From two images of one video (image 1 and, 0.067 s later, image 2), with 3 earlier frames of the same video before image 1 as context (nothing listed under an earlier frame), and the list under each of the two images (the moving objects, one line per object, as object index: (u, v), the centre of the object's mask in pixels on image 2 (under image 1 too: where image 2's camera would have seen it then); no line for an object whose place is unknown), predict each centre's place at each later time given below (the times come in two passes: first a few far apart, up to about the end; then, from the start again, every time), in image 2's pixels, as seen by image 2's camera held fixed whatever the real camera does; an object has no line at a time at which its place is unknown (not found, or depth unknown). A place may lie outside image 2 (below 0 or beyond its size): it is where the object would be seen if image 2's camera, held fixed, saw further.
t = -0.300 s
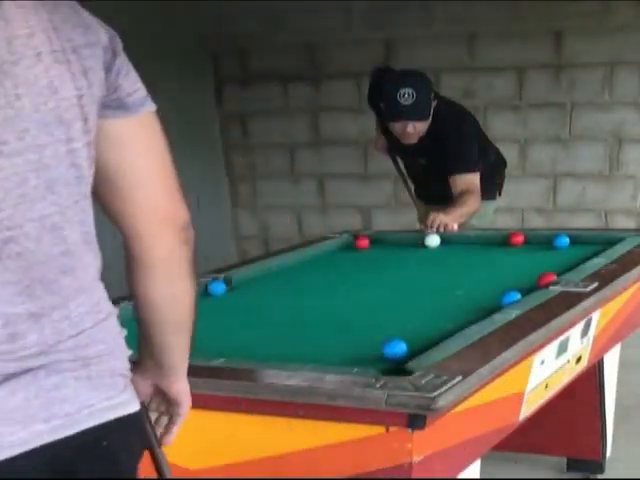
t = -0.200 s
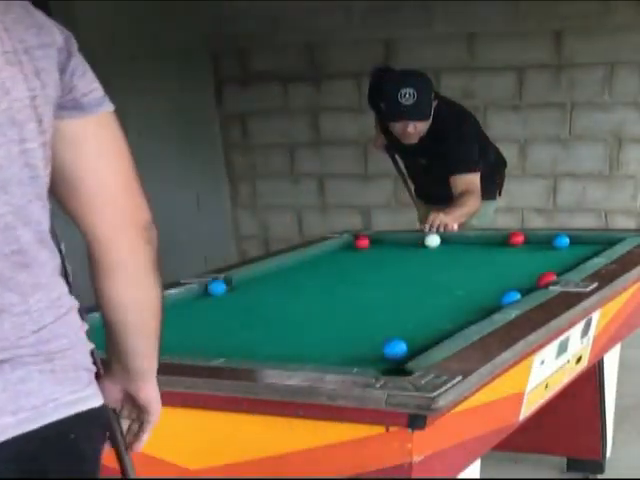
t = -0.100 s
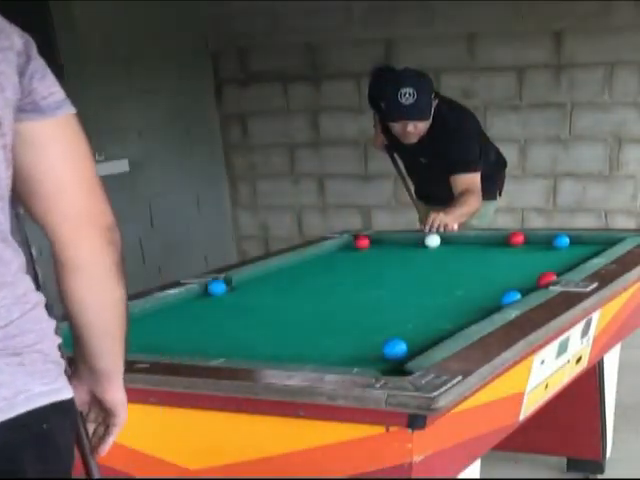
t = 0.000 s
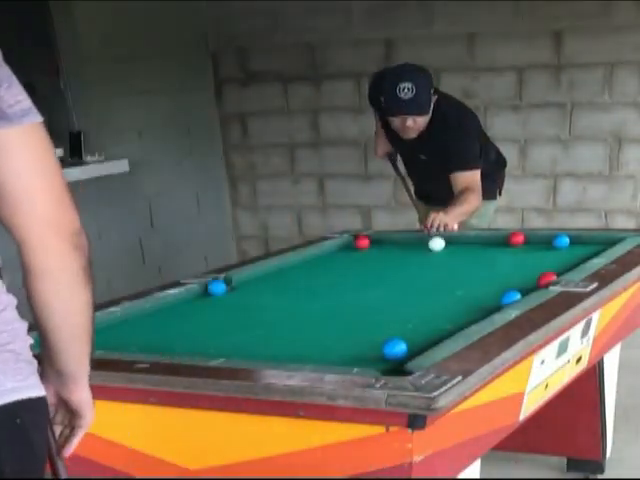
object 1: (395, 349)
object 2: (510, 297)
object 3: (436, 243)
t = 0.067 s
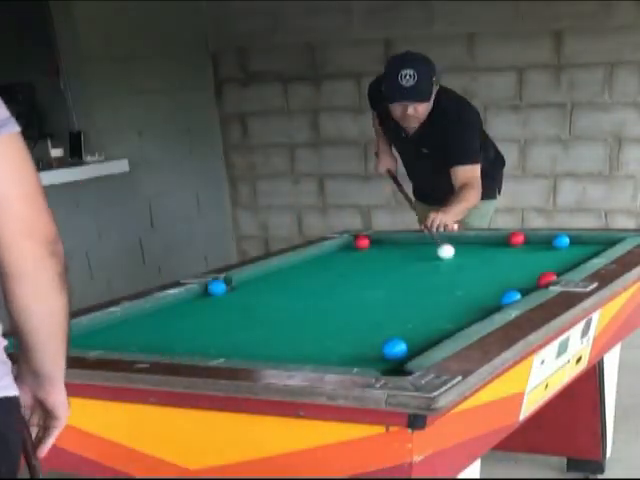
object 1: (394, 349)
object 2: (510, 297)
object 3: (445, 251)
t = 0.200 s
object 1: (394, 349)
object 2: (510, 297)
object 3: (462, 264)
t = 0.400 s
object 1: (394, 349)
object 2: (510, 297)
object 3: (492, 287)
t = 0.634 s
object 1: (394, 349)
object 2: (446, 309)
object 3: (492, 301)
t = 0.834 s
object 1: (394, 349)
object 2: (364, 318)
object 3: (484, 310)
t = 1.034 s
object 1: (394, 349)
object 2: (283, 328)
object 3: (472, 318)
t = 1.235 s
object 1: (394, 349)
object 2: (202, 337)
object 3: (453, 327)
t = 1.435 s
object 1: (394, 349)
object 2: (120, 344)
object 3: (434, 335)
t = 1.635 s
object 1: (394, 349)
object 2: (78, 342)
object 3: (417, 343)
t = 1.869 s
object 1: (375, 353)
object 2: (84, 332)
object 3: (415, 347)
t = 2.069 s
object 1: (361, 356)
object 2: (130, 327)
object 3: (415, 348)
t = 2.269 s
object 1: (349, 358)
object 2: (173, 322)
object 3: (415, 350)
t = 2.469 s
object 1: (338, 359)
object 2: (213, 317)
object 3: (415, 351)
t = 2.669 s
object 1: (329, 360)
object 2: (250, 312)
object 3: (413, 351)
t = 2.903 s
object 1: (321, 360)
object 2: (289, 307)
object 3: (413, 351)
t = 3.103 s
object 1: (317, 360)
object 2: (321, 303)
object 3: (413, 351)
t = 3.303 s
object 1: (317, 360)
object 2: (350, 299)
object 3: (413, 351)
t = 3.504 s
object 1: (317, 360)
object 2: (377, 296)
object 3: (413, 351)
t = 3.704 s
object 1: (317, 360)
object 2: (402, 293)
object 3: (413, 351)
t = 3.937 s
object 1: (317, 360)
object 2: (428, 290)
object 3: (413, 351)
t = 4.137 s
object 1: (317, 360)
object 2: (448, 287)
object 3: (413, 351)
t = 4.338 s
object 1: (317, 360)
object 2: (467, 285)
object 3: (413, 351)
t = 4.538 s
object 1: (317, 360)
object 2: (483, 282)
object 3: (413, 351)
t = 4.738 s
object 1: (317, 360)
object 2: (498, 280)
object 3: (413, 351)
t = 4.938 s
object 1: (317, 360)
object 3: (413, 351)
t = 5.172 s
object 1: (317, 360)
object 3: (413, 351)
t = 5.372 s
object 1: (316, 360)
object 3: (413, 351)
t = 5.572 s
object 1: (317, 360)
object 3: (413, 351)
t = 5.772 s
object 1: (317, 360)
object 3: (413, 351)
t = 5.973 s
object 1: (317, 360)
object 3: (413, 351)
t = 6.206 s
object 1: (317, 360)
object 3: (413, 351)
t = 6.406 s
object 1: (317, 360)
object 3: (413, 351)
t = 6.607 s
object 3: (413, 351)
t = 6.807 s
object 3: (413, 351)
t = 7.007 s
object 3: (413, 351)
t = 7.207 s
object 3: (413, 351)
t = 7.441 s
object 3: (413, 351)
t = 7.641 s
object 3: (413, 351)
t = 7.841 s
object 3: (410, 351)
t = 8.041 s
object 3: (407, 351)
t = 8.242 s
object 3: (412, 348)
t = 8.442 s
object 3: (415, 347)
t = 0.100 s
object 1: (394, 349)
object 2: (510, 297)
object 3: (449, 254)
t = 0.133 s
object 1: (394, 349)
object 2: (510, 297)
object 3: (453, 257)
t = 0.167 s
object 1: (394, 349)
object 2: (510, 297)
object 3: (457, 260)
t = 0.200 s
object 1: (394, 349)
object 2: (510, 297)
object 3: (462, 264)
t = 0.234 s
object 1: (394, 349)
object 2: (510, 297)
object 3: (466, 267)
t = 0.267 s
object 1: (394, 349)
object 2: (510, 297)
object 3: (471, 271)
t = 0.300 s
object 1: (394, 349)
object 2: (510, 297)
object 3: (476, 275)
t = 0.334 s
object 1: (394, 349)
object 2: (510, 297)
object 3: (481, 279)
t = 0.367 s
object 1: (394, 349)
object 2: (510, 297)
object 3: (486, 283)
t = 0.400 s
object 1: (394, 349)
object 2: (510, 297)
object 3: (492, 287)
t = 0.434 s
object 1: (394, 349)
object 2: (509, 297)
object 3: (496, 291)
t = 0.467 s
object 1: (394, 349)
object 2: (510, 297)
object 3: (499, 294)
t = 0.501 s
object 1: (394, 349)
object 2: (499, 301)
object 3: (499, 292)
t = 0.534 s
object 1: (394, 349)
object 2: (486, 304)
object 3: (499, 296)
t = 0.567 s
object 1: (394, 349)
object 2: (473, 306)
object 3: (495, 299)
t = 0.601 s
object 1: (394, 349)
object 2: (459, 307)
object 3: (494, 300)
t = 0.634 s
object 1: (394, 349)
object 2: (446, 309)
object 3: (492, 301)
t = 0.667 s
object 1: (394, 349)
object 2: (431, 311)
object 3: (491, 303)
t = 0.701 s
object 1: (394, 349)
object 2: (418, 312)
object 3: (490, 305)
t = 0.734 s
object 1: (394, 349)
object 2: (405, 314)
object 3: (489, 306)
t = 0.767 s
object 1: (394, 349)
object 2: (391, 315)
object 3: (487, 307)
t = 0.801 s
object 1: (394, 349)
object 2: (378, 317)
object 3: (486, 309)
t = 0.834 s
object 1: (394, 349)
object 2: (364, 318)
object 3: (484, 310)
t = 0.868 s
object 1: (394, 349)
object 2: (351, 320)
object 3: (483, 311)
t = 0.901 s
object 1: (394, 349)
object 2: (337, 322)
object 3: (482, 313)
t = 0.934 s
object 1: (394, 349)
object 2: (324, 323)
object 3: (480, 314)
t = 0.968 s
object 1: (394, 349)
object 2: (310, 325)
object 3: (479, 315)
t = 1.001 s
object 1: (394, 349)
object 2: (297, 326)
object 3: (475, 317)
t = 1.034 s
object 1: (394, 349)
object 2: (283, 328)
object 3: (472, 318)
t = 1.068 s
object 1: (394, 349)
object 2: (270, 330)
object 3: (469, 319)
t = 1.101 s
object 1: (394, 349)
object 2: (256, 331)
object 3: (466, 321)
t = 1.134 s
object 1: (394, 349)
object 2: (243, 333)
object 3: (463, 323)
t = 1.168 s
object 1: (394, 349)
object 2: (229, 334)
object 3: (460, 324)
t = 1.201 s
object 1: (394, 349)
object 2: (216, 335)
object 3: (456, 325)
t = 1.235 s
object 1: (394, 349)
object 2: (202, 337)
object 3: (453, 327)
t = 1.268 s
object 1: (394, 349)
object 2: (188, 339)
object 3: (450, 328)
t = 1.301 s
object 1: (394, 349)
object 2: (174, 340)
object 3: (447, 330)
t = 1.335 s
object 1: (394, 349)
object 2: (161, 342)
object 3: (444, 331)
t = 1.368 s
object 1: (394, 349)
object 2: (147, 343)
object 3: (440, 332)
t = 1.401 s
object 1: (394, 349)
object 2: (133, 344)
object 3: (437, 334)
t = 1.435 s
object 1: (394, 349)
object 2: (120, 344)
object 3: (434, 335)
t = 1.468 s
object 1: (394, 349)
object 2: (107, 345)
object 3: (431, 336)
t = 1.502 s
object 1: (394, 349)
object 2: (93, 345)
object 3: (428, 338)
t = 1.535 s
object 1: (394, 349)
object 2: (82, 344)
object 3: (425, 339)
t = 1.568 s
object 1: (394, 349)
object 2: (81, 344)
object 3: (422, 341)
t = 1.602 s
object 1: (394, 349)
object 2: (79, 343)
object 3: (419, 342)
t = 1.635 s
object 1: (394, 349)
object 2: (78, 342)
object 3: (417, 343)
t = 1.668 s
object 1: (392, 350)
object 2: (77, 341)
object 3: (416, 344)
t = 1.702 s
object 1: (389, 350)
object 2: (75, 339)
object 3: (415, 345)
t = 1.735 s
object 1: (386, 351)
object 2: (73, 338)
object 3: (415, 345)
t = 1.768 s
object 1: (383, 351)
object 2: (72, 337)
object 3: (415, 346)
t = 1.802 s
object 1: (380, 352)
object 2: (70, 335)
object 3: (415, 346)
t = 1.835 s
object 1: (378, 352)
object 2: (76, 333)
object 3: (415, 346)
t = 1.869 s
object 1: (375, 353)
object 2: (84, 332)
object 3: (415, 347)
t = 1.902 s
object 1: (373, 354)
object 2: (92, 332)
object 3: (415, 347)
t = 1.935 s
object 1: (371, 354)
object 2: (99, 331)
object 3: (415, 348)
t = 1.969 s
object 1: (368, 355)
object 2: (107, 330)
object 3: (415, 348)
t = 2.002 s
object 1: (366, 355)
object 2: (114, 329)
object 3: (415, 348)
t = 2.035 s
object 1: (364, 355)
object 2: (122, 328)
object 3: (415, 348)
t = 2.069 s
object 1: (361, 356)
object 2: (130, 327)
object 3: (415, 348)
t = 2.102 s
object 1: (359, 356)
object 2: (138, 326)
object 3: (415, 349)
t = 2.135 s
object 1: (357, 357)
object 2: (144, 325)
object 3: (415, 349)
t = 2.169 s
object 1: (355, 357)
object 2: (152, 324)
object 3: (415, 349)
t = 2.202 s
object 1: (353, 357)
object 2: (159, 323)
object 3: (415, 349)
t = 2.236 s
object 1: (350, 357)
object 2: (166, 323)
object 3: (415, 350)
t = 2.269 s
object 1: (349, 358)
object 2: (173, 322)
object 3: (415, 350)
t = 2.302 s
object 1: (347, 358)
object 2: (180, 321)
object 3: (415, 350)
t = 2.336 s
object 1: (345, 358)
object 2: (187, 321)
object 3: (415, 350)
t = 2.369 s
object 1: (343, 358)
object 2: (193, 320)
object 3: (415, 350)
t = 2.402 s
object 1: (341, 359)
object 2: (200, 318)
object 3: (415, 350)
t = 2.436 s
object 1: (339, 359)
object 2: (206, 318)
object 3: (415, 351)
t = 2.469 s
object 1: (338, 359)
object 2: (213, 317)
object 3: (415, 351)
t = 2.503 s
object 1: (336, 359)
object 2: (220, 316)
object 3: (415, 351)
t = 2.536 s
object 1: (334, 359)
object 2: (225, 315)
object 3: (414, 351)
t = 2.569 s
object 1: (333, 360)
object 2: (232, 315)
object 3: (414, 351)
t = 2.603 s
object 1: (332, 360)
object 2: (238, 314)
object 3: (414, 351)
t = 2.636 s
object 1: (330, 360)
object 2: (244, 313)
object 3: (414, 351)
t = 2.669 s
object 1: (329, 360)
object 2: (250, 312)
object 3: (413, 351)
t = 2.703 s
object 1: (328, 360)
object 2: (255, 312)
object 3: (413, 351)
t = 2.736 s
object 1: (326, 360)
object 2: (261, 311)
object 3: (413, 351)
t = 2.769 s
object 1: (325, 360)
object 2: (267, 310)
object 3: (413, 351)
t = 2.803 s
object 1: (324, 360)
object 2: (272, 310)
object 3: (413, 351)
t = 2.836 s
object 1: (323, 360)
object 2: (279, 309)
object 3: (413, 351)
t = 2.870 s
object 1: (322, 360)
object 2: (284, 308)
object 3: (413, 351)
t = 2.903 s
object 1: (321, 360)
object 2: (289, 307)
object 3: (413, 351)
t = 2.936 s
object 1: (320, 360)
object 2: (295, 306)
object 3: (413, 351)
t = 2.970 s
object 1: (319, 360)
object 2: (300, 306)
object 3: (413, 351)
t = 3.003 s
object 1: (318, 360)
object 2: (305, 305)
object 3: (413, 351)
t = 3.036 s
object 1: (317, 360)
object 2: (310, 304)
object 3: (413, 351)
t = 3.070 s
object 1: (317, 360)
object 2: (316, 304)
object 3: (413, 351)
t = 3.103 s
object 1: (317, 360)
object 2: (321, 303)
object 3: (413, 351)
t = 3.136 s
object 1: (317, 360)
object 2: (325, 302)
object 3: (413, 351)
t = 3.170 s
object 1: (317, 360)
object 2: (331, 302)
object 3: (413, 351)
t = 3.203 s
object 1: (317, 361)
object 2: (335, 301)
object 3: (413, 351)
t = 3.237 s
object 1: (317, 361)
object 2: (340, 301)
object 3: (413, 351)
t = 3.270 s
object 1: (317, 360)
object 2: (345, 300)
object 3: (413, 351)
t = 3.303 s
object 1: (317, 360)
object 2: (350, 299)
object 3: (413, 351)
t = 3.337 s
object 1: (317, 360)
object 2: (354, 299)
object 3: (413, 351)
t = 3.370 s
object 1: (317, 360)
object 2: (360, 299)
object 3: (413, 351)
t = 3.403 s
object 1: (317, 360)
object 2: (363, 298)
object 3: (413, 351)
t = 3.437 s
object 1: (317, 360)
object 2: (368, 297)
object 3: (413, 351)
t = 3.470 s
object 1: (317, 360)
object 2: (372, 297)
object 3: (413, 351)
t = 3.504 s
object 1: (317, 360)
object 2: (377, 296)
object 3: (413, 351)
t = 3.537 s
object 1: (317, 360)
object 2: (381, 296)
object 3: (413, 351)
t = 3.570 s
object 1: (317, 360)
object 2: (385, 295)
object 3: (413, 351)
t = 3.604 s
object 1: (317, 360)
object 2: (389, 295)
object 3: (413, 351)
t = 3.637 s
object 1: (317, 360)
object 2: (393, 294)
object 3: (413, 351)
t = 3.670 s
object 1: (317, 360)
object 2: (398, 294)
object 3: (413, 351)
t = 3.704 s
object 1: (317, 360)
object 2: (402, 293)
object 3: (413, 351)
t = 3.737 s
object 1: (317, 360)
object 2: (405, 293)
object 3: (413, 351)
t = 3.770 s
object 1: (317, 360)
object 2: (409, 292)
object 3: (413, 351)
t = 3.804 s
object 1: (317, 360)
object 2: (413, 291)
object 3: (413, 351)
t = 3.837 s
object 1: (317, 360)
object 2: (417, 291)
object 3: (413, 351)
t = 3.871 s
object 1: (317, 360)
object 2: (421, 290)
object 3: (413, 351)
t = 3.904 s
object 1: (317, 360)
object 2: (424, 290)
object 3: (413, 351)
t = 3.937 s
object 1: (317, 360)
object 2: (428, 290)
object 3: (413, 351)
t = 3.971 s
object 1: (317, 360)
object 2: (432, 289)
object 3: (413, 351)
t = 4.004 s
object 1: (317, 360)
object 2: (435, 289)
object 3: (413, 351)
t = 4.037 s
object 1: (317, 360)
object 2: (438, 288)
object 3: (413, 351)
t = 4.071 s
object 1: (317, 360)
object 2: (441, 288)
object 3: (413, 351)
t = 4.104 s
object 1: (317, 360)
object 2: (445, 287)
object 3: (413, 351)
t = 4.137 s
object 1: (317, 360)
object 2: (448, 287)
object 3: (413, 351)
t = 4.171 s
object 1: (317, 360)
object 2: (451, 287)
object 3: (413, 351)
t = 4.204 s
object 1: (317, 360)
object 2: (455, 286)
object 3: (413, 351)
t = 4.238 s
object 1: (317, 360)
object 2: (457, 286)
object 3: (413, 351)
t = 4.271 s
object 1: (317, 360)
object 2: (460, 285)
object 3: (413, 351)
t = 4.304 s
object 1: (317, 360)
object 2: (464, 285)
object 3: (413, 351)
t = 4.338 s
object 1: (317, 360)
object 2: (467, 285)
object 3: (413, 351)
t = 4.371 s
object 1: (317, 360)
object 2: (469, 284)
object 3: (413, 351)
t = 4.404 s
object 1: (317, 360)
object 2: (473, 283)
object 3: (413, 351)
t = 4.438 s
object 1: (317, 360)
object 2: (475, 283)
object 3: (413, 351)
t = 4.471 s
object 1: (317, 360)
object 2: (478, 283)
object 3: (413, 351)
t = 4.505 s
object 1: (317, 360)
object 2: (481, 283)
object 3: (413, 351)
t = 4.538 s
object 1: (317, 360)
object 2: (483, 282)
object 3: (413, 351)
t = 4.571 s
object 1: (317, 360)
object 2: (486, 282)
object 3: (413, 351)
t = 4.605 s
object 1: (317, 360)
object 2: (488, 281)
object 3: (413, 351)
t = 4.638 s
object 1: (317, 360)
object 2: (491, 281)
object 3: (413, 351)
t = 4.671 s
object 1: (317, 360)
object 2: (493, 281)
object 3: (413, 351)
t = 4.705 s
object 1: (317, 360)
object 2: (496, 281)
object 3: (413, 351)
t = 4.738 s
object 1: (317, 360)
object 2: (498, 280)
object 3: (413, 351)
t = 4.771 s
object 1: (317, 360)
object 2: (501, 280)
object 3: (413, 351)
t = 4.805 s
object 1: (317, 360)
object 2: (503, 280)
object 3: (413, 351)
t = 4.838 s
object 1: (317, 360)
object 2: (505, 280)
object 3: (413, 351)
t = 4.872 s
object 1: (317, 360)
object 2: (507, 279)
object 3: (413, 351)
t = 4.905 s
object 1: (317, 360)
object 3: (413, 351)
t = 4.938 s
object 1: (317, 360)
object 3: (413, 351)
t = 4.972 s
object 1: (317, 360)
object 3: (413, 351)
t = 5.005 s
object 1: (317, 360)
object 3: (413, 351)
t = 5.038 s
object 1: (317, 360)
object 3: (413, 351)
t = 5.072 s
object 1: (317, 360)
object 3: (413, 351)
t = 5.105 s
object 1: (317, 360)
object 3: (413, 351)
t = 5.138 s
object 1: (317, 360)
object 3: (413, 351)
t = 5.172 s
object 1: (317, 360)
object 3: (413, 351)
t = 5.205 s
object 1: (317, 360)
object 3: (413, 351)
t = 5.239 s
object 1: (317, 360)
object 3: (413, 351)
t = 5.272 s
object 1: (317, 360)
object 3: (413, 351)
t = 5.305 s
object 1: (316, 360)
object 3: (413, 351)
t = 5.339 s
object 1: (317, 360)
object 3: (413, 351)
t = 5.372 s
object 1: (316, 360)
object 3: (413, 351)
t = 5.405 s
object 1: (317, 360)
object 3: (413, 351)
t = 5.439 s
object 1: (317, 360)
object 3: (413, 351)
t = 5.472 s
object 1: (317, 360)
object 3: (413, 351)
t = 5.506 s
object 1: (317, 360)
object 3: (413, 351)
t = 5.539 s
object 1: (317, 360)
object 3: (413, 351)
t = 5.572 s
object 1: (317, 360)
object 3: (413, 351)
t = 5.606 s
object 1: (317, 360)
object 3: (413, 351)
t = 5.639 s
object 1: (317, 360)
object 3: (413, 351)
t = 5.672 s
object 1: (317, 360)
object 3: (413, 351)
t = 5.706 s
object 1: (317, 360)
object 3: (413, 351)
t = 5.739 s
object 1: (317, 360)
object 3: (413, 351)
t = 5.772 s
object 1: (317, 360)
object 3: (413, 351)
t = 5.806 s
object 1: (317, 360)
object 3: (413, 351)
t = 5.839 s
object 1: (317, 360)
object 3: (413, 351)
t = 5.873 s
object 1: (317, 360)
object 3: (413, 351)
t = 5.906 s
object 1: (317, 360)
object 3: (413, 351)
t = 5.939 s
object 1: (317, 360)
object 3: (413, 351)
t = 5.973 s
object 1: (317, 360)
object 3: (413, 351)
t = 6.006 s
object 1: (317, 360)
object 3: (413, 351)
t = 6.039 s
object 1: (317, 360)
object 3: (413, 351)
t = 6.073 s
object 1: (317, 360)
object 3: (413, 351)
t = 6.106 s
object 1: (317, 360)
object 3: (413, 351)
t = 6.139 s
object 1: (317, 360)
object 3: (413, 351)
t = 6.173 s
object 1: (317, 360)
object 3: (413, 351)
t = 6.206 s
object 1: (317, 360)
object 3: (413, 351)
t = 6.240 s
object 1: (317, 360)
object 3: (413, 351)
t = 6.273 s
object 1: (317, 360)
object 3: (413, 351)
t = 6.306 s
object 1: (317, 360)
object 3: (413, 351)
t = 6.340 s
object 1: (317, 360)
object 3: (413, 351)
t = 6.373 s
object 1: (317, 360)
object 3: (413, 351)
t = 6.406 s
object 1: (317, 360)
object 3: (413, 351)
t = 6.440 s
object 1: (317, 360)
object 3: (413, 351)
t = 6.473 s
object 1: (317, 360)
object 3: (413, 351)
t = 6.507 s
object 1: (317, 360)
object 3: (413, 351)
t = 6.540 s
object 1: (317, 360)
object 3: (413, 351)
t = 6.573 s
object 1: (317, 360)
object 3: (413, 351)
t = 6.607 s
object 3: (413, 351)
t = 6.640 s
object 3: (413, 351)
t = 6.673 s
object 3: (413, 351)
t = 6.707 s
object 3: (413, 351)
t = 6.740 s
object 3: (413, 351)
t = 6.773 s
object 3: (413, 351)
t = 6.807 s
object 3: (413, 351)
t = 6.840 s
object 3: (413, 351)
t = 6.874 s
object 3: (413, 351)
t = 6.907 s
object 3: (413, 351)
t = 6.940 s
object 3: (413, 351)
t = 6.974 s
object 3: (413, 351)
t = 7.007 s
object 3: (413, 351)
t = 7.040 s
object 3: (413, 351)
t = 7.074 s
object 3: (413, 351)
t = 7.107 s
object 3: (413, 351)
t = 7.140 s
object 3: (413, 351)
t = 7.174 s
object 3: (413, 351)
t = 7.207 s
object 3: (413, 351)
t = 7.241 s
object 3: (413, 351)
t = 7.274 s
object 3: (413, 351)
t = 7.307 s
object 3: (413, 351)
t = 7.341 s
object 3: (413, 351)
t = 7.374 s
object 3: (413, 351)
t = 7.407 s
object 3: (413, 351)
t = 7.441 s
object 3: (413, 351)
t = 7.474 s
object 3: (413, 351)
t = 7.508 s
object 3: (413, 351)
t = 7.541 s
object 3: (414, 351)
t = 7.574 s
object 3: (414, 351)
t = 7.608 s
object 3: (414, 351)
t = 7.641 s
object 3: (413, 351)
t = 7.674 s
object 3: (414, 351)
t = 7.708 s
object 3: (413, 351)
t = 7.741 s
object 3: (413, 351)
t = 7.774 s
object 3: (412, 351)
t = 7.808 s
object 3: (412, 351)
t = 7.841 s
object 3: (410, 351)
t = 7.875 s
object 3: (407, 351)
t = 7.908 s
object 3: (406, 351)
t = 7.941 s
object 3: (406, 351)
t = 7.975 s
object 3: (409, 352)
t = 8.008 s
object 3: (409, 352)
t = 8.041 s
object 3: (407, 351)
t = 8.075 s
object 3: (407, 350)
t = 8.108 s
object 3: (410, 350)
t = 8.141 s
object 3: (413, 350)
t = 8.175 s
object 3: (414, 349)
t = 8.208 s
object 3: (415, 348)
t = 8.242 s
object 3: (412, 348)
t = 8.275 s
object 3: (414, 348)
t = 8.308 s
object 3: (416, 348)
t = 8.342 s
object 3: (415, 349)
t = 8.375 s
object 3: (415, 348)
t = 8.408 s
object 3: (415, 348)
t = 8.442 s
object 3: (415, 347)
